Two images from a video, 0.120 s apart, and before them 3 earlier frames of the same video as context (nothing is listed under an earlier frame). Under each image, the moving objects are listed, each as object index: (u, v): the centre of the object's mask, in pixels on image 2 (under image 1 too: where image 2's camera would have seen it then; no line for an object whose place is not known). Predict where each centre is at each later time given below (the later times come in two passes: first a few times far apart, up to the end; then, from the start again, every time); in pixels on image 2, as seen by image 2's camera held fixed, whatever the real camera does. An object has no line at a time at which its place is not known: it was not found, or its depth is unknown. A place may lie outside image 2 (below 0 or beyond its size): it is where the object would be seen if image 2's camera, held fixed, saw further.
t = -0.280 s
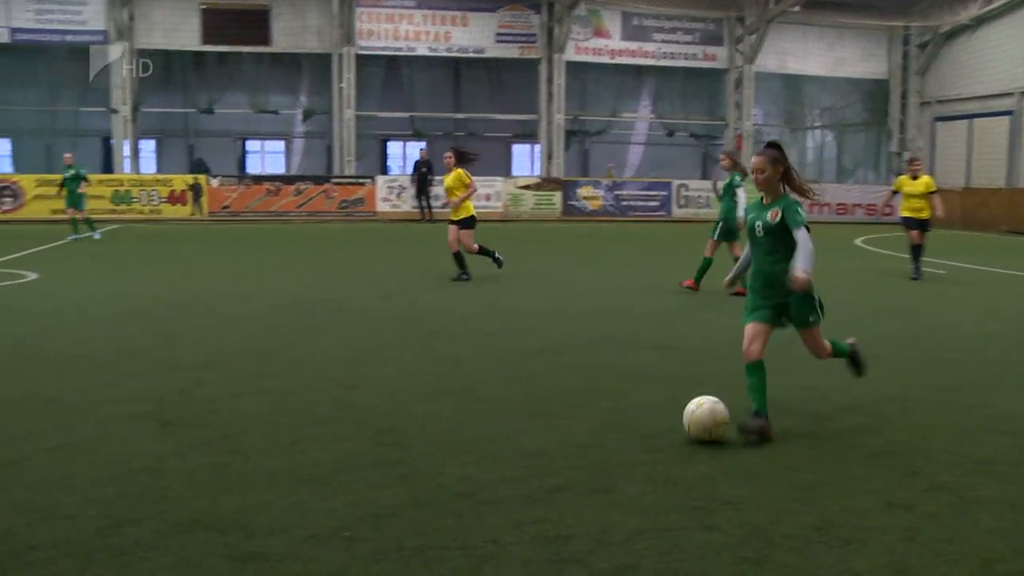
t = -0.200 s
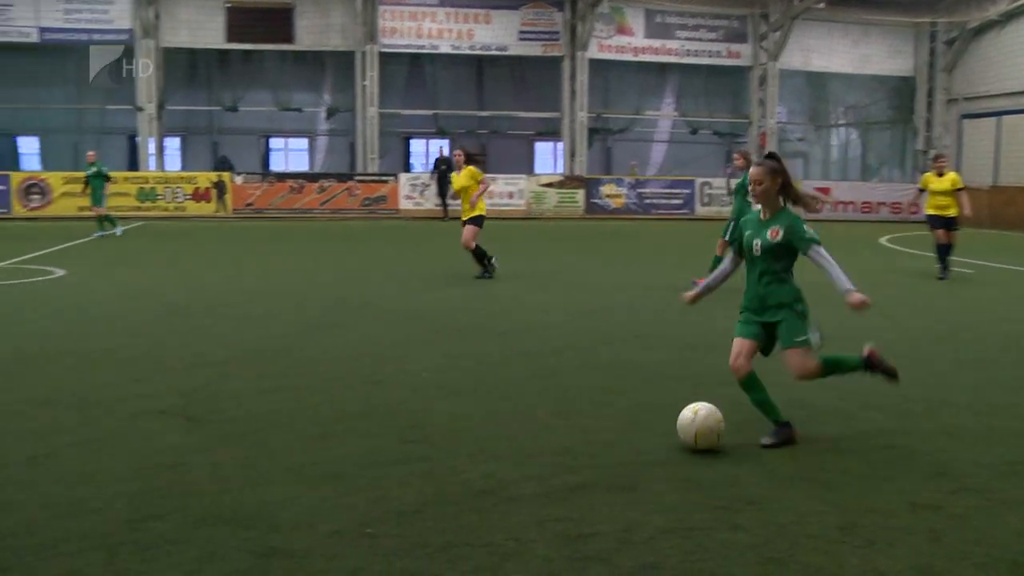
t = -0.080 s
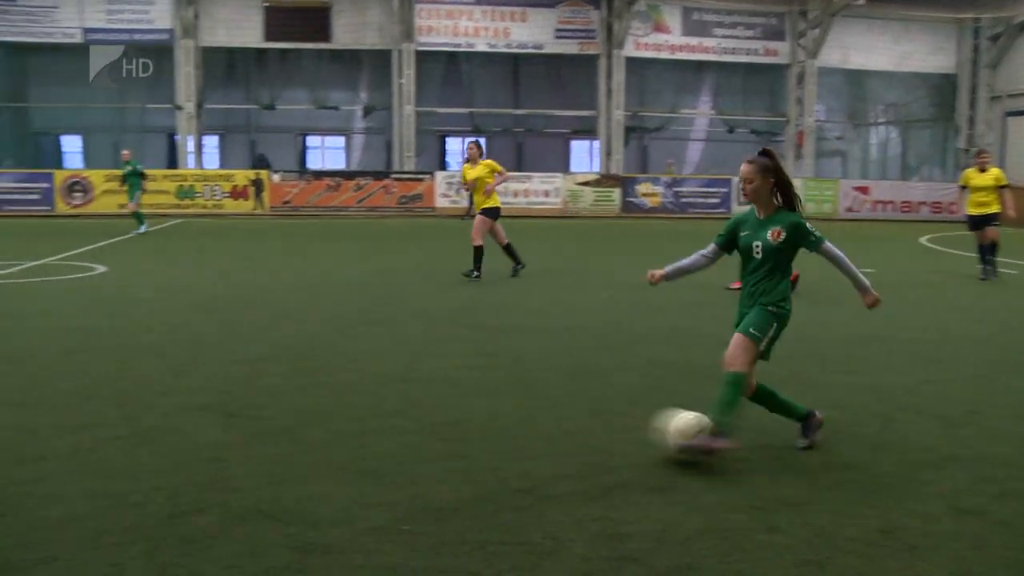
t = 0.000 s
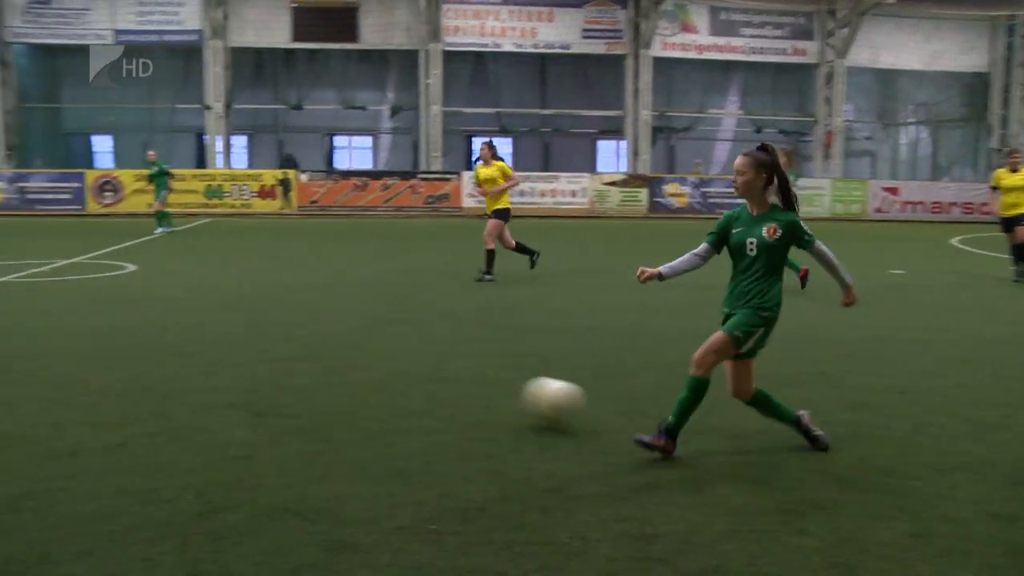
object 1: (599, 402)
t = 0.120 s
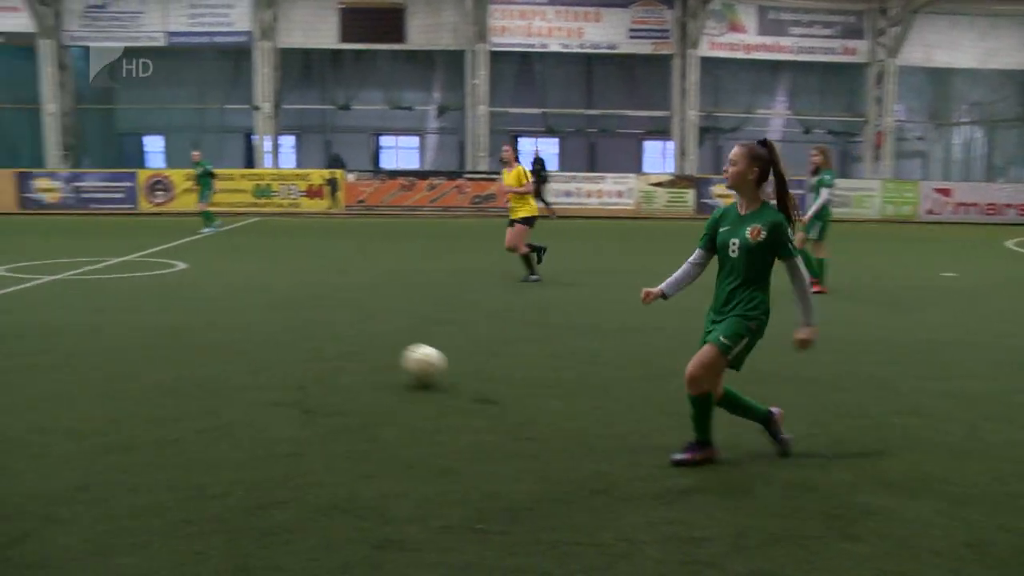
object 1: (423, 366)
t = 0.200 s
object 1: (341, 348)
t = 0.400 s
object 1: (204, 318)
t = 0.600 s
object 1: (119, 298)
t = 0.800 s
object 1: (57, 286)
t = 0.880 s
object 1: (36, 279)
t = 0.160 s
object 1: (380, 356)
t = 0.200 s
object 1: (341, 348)
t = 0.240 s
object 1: (307, 342)
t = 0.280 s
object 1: (277, 333)
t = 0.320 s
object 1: (251, 325)
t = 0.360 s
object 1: (227, 321)
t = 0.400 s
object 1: (204, 318)
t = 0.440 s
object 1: (184, 312)
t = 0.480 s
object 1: (166, 308)
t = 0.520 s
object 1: (149, 306)
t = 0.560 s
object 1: (133, 302)
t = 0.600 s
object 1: (119, 298)
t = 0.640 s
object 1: (105, 296)
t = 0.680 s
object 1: (92, 293)
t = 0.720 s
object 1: (80, 289)
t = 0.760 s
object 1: (68, 287)
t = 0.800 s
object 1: (57, 286)
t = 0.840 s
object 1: (46, 281)
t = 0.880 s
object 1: (36, 279)
